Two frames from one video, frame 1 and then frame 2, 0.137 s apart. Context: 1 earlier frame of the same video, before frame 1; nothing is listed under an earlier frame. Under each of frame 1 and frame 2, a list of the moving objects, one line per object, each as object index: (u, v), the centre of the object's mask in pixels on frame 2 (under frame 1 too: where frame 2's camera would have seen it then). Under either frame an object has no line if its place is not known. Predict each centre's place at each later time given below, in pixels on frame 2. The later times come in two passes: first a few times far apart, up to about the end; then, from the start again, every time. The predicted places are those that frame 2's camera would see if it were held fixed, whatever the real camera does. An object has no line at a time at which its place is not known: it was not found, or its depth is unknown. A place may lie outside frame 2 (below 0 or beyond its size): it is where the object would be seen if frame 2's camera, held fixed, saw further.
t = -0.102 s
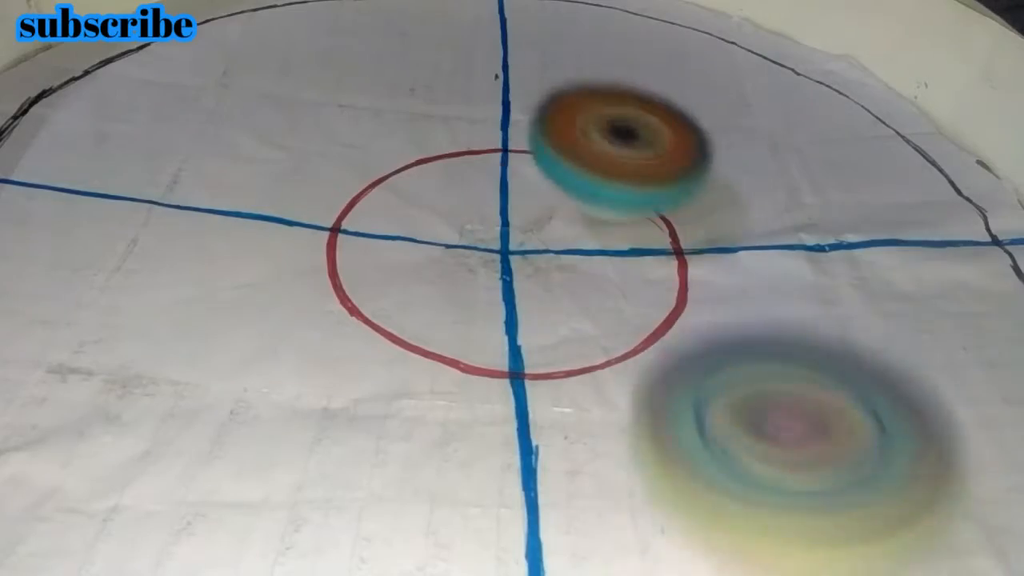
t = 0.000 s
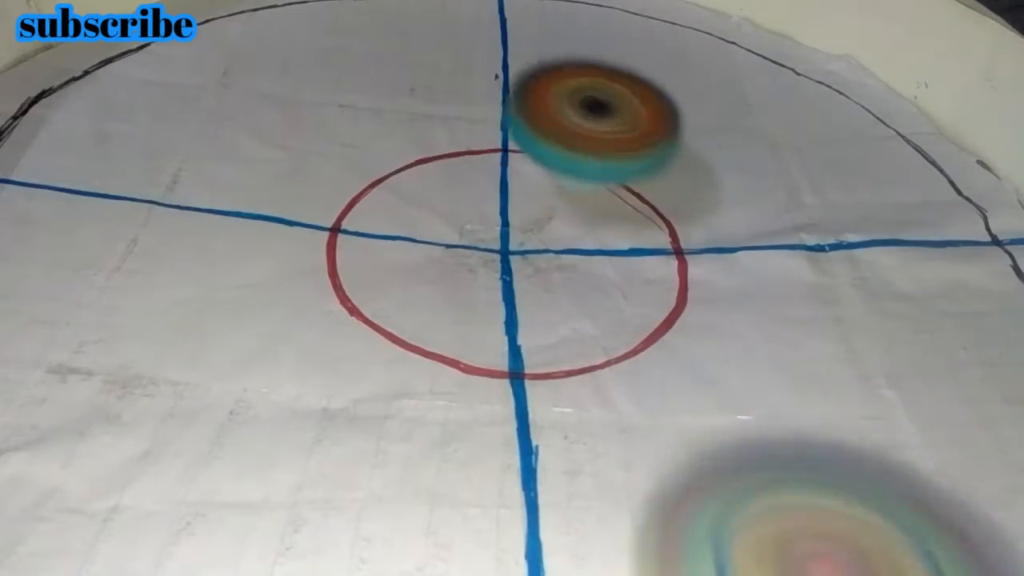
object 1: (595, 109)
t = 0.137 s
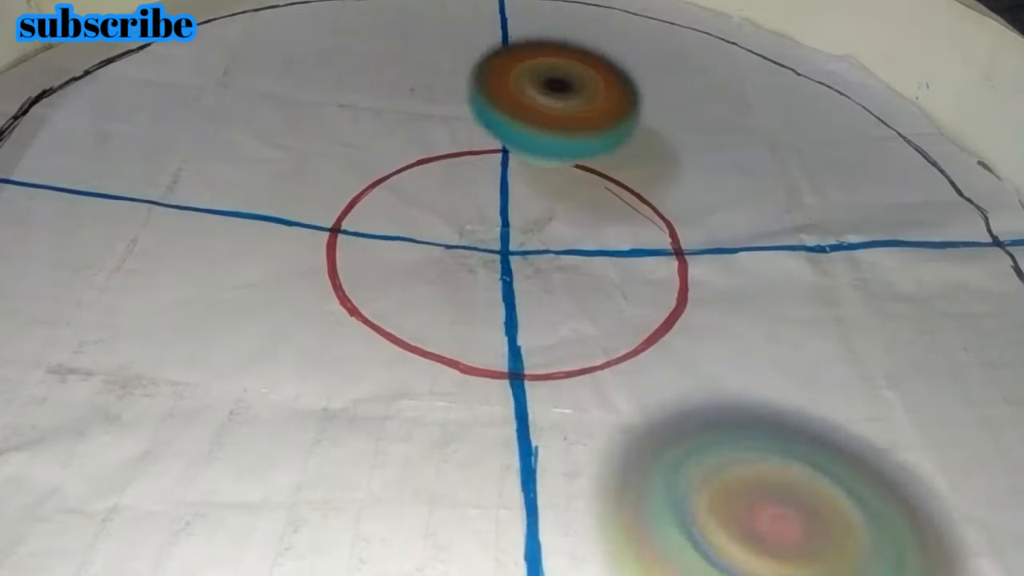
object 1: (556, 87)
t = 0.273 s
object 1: (521, 87)
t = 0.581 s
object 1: (514, 116)
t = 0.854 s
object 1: (655, 100)
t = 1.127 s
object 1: (706, 145)
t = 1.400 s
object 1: (670, 180)
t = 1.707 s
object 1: (767, 150)
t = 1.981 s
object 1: (744, 150)
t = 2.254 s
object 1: (687, 144)
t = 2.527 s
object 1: (648, 126)
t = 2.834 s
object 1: (598, 110)
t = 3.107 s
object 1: (629, 101)
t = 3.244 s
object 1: (639, 111)
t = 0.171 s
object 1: (547, 88)
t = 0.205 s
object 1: (539, 88)
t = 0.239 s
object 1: (530, 88)
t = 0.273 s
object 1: (521, 87)
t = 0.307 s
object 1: (513, 86)
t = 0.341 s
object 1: (506, 87)
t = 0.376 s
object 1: (499, 90)
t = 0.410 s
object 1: (492, 92)
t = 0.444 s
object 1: (487, 97)
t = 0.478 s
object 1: (486, 104)
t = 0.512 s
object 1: (485, 111)
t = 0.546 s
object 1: (487, 117)
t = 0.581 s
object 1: (514, 116)
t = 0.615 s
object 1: (556, 107)
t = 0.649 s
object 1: (579, 96)
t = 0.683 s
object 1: (594, 93)
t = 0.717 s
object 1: (608, 94)
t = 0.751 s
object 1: (617, 94)
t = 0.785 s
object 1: (631, 96)
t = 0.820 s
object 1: (642, 94)
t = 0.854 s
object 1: (655, 100)
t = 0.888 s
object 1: (667, 101)
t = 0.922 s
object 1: (676, 106)
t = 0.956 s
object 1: (687, 110)
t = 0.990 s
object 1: (693, 116)
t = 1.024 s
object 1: (700, 124)
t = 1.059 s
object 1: (702, 131)
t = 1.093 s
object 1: (703, 139)
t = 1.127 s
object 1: (706, 145)
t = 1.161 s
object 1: (701, 157)
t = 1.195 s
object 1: (699, 163)
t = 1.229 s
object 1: (697, 164)
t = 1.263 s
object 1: (697, 168)
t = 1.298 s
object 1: (691, 172)
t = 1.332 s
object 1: (680, 177)
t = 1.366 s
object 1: (667, 181)
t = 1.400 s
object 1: (670, 180)
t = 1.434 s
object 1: (707, 179)
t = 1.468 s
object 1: (729, 179)
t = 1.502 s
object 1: (733, 179)
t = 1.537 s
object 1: (737, 176)
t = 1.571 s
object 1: (740, 171)
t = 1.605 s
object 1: (745, 161)
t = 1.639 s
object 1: (756, 159)
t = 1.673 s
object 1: (764, 158)
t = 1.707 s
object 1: (767, 150)
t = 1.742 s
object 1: (776, 150)
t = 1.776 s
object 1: (776, 157)
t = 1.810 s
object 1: (767, 154)
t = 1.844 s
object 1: (763, 153)
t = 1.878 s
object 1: (754, 152)
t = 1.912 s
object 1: (752, 146)
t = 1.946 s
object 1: (752, 148)
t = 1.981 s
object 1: (744, 150)
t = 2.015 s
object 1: (739, 147)
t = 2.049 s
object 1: (731, 146)
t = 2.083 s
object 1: (721, 147)
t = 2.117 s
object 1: (719, 146)
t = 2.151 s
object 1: (715, 149)
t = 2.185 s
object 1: (700, 149)
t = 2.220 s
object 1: (693, 146)
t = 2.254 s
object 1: (687, 144)
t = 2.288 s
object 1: (679, 141)
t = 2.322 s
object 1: (678, 140)
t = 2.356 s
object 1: (671, 139)
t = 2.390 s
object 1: (660, 136)
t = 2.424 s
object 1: (658, 132)
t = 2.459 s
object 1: (656, 130)
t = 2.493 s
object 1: (650, 129)
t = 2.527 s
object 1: (648, 126)
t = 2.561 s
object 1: (640, 124)
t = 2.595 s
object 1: (629, 120)
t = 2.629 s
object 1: (628, 115)
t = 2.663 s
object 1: (627, 114)
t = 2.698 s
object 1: (621, 118)
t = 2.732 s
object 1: (618, 114)
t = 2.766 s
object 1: (614, 114)
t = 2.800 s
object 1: (605, 117)
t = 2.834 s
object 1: (598, 110)
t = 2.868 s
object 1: (597, 107)
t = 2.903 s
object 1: (599, 109)
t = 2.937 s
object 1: (590, 109)
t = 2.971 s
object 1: (603, 105)
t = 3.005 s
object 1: (623, 107)
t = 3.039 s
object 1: (629, 110)
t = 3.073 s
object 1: (630, 105)
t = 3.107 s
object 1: (629, 101)
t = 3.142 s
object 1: (633, 100)
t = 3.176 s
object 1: (636, 102)
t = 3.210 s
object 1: (637, 106)
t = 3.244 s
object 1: (639, 111)
